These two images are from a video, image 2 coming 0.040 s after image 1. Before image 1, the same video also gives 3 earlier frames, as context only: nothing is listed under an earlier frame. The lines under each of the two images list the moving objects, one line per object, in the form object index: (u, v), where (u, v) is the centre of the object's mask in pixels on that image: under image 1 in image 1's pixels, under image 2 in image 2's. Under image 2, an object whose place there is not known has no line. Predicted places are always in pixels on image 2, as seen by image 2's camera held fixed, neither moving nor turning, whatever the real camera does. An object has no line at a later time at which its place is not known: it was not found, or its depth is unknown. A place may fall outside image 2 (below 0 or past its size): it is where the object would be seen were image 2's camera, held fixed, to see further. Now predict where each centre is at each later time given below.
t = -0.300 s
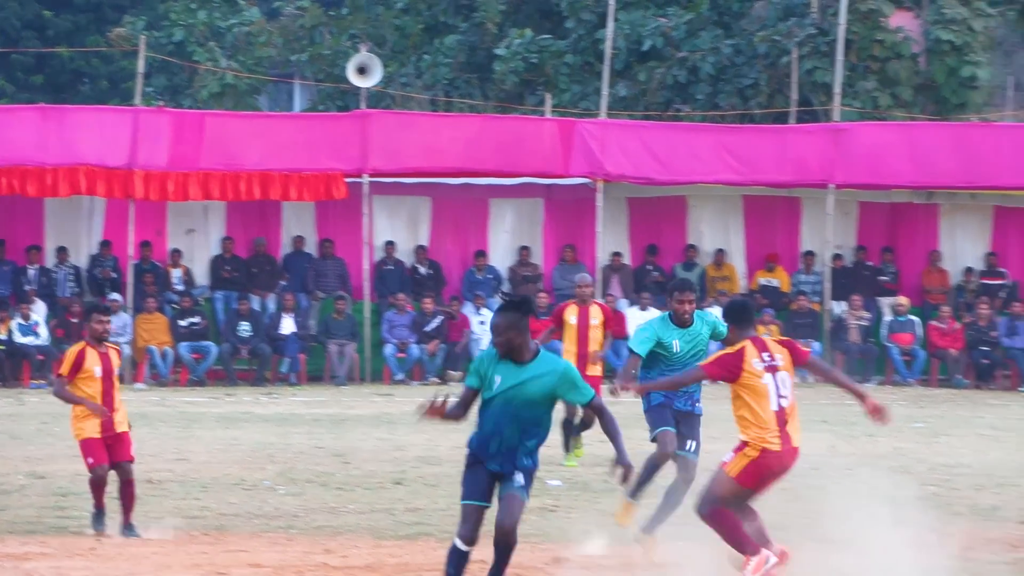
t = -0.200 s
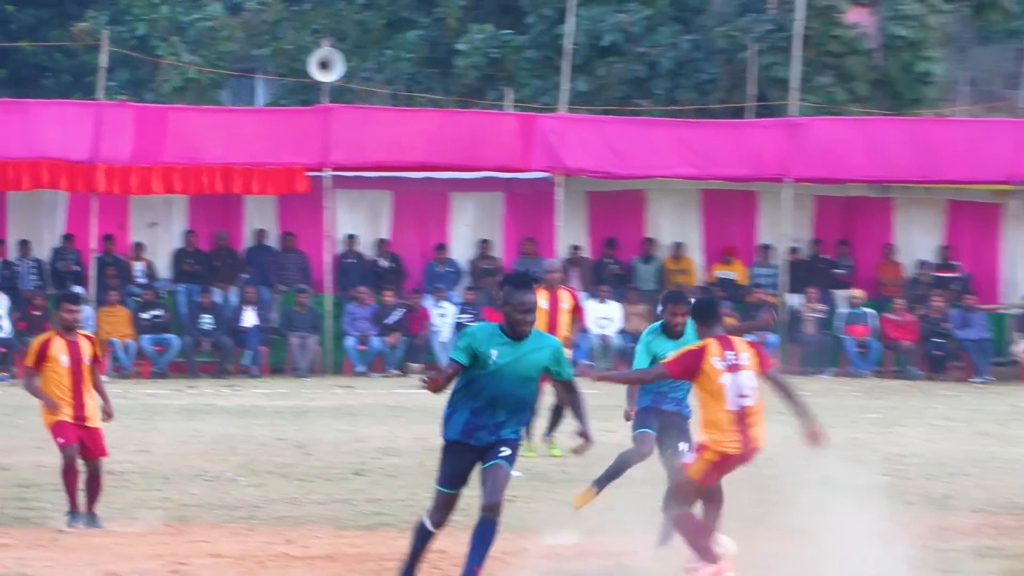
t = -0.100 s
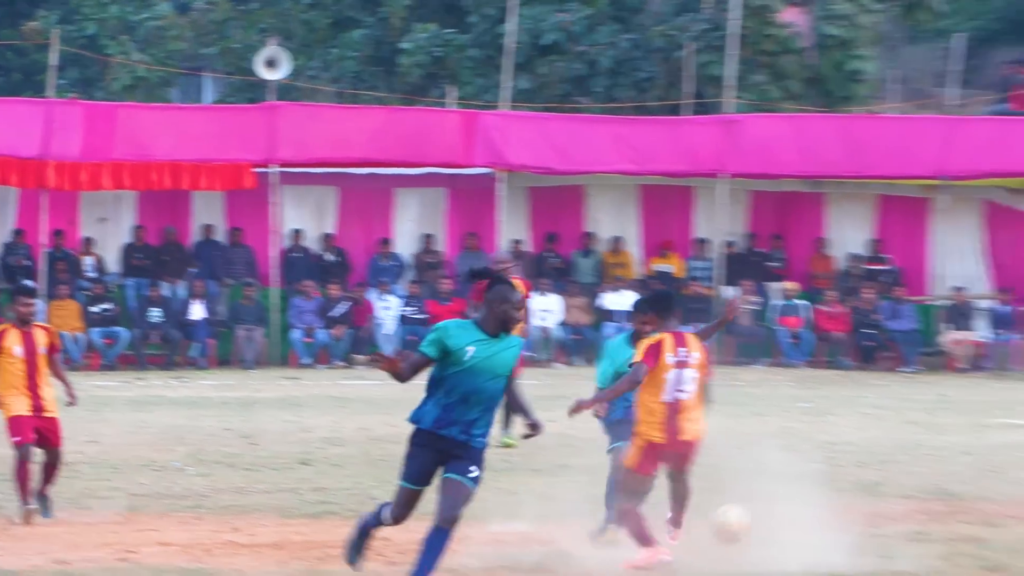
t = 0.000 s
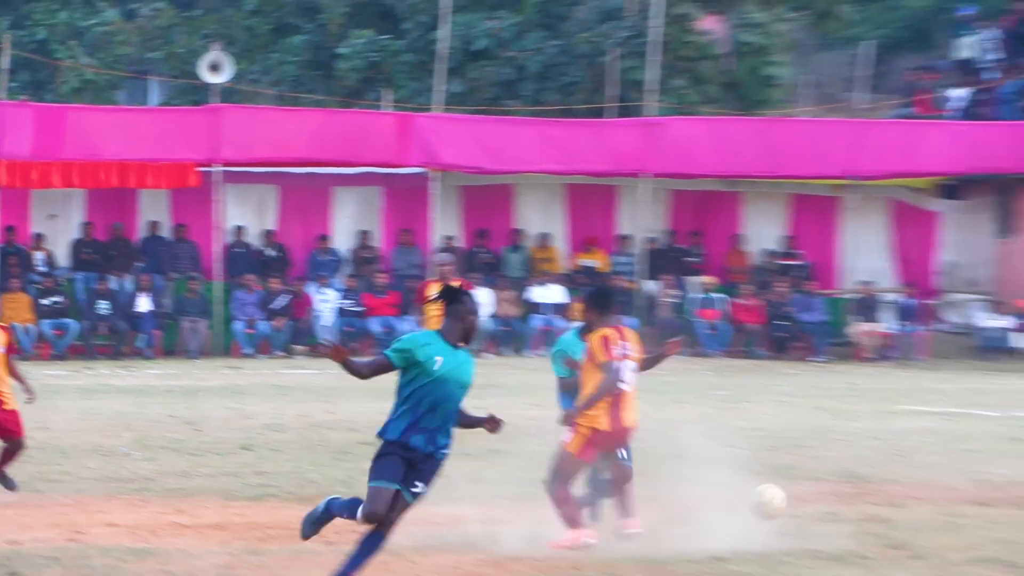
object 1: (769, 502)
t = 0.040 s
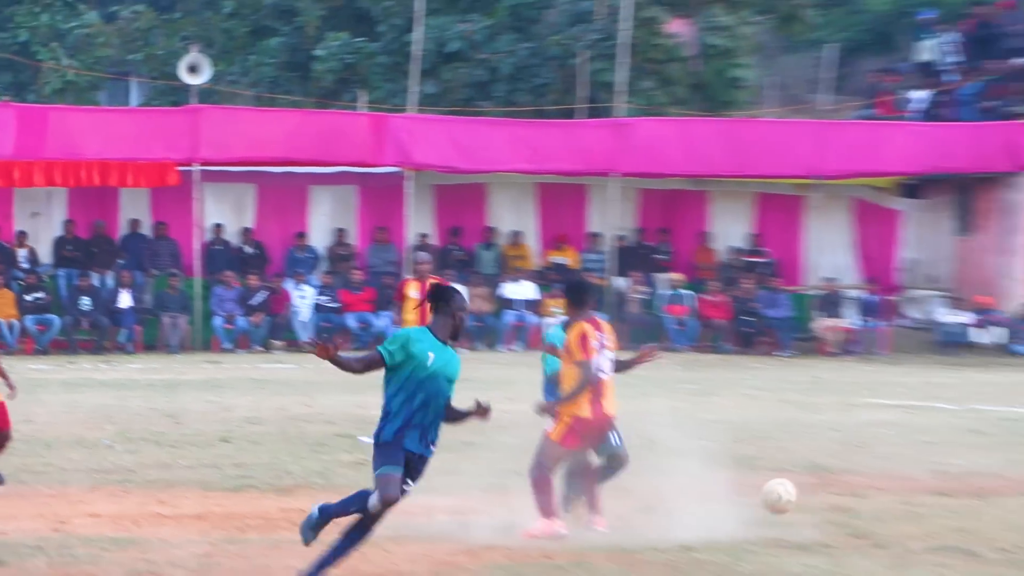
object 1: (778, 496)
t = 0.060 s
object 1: (800, 498)
